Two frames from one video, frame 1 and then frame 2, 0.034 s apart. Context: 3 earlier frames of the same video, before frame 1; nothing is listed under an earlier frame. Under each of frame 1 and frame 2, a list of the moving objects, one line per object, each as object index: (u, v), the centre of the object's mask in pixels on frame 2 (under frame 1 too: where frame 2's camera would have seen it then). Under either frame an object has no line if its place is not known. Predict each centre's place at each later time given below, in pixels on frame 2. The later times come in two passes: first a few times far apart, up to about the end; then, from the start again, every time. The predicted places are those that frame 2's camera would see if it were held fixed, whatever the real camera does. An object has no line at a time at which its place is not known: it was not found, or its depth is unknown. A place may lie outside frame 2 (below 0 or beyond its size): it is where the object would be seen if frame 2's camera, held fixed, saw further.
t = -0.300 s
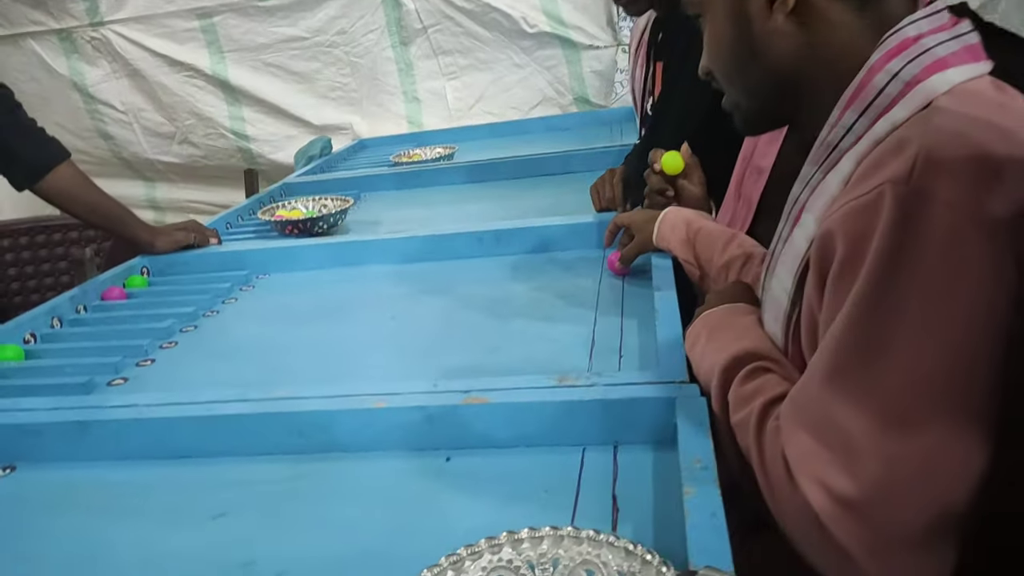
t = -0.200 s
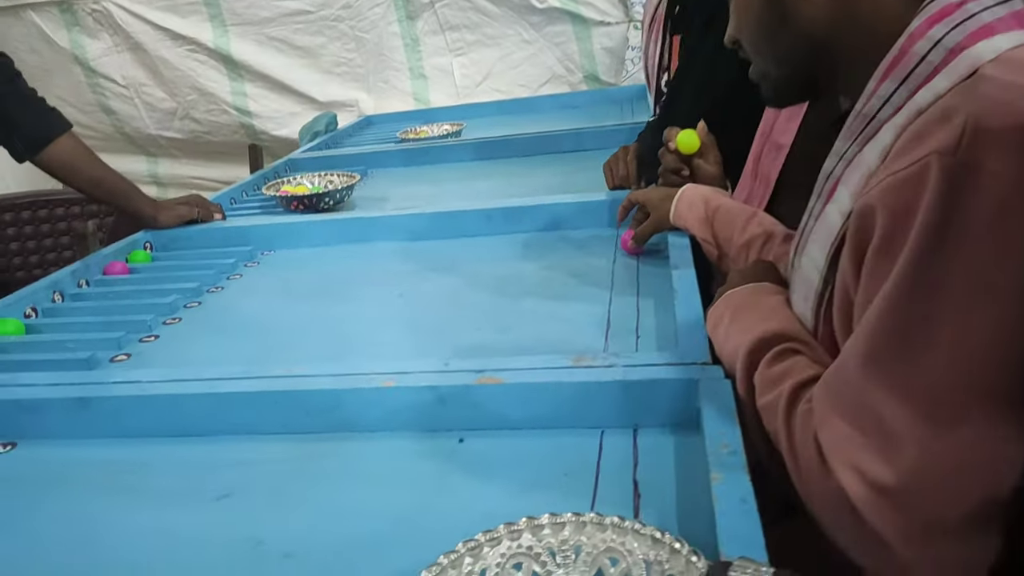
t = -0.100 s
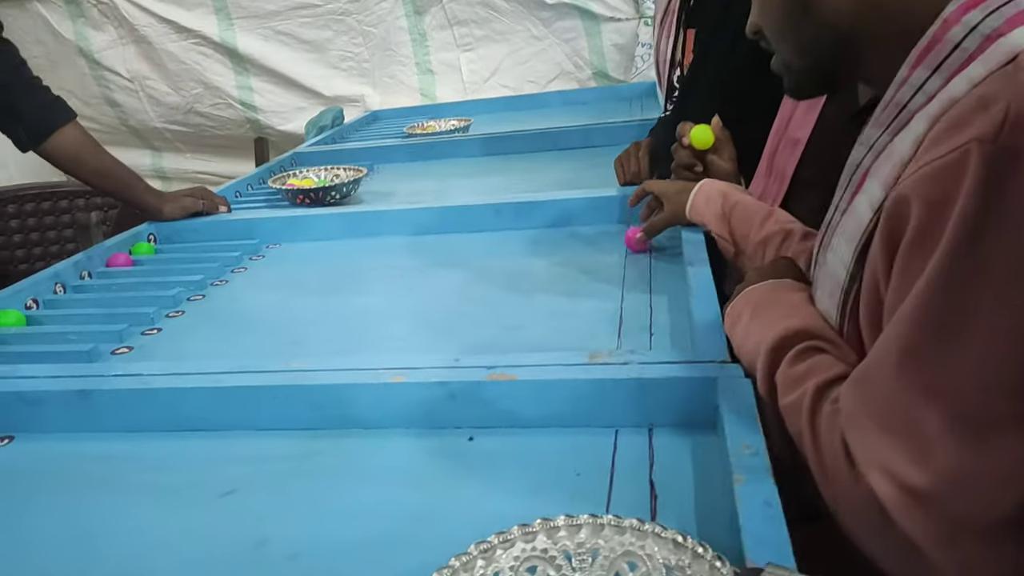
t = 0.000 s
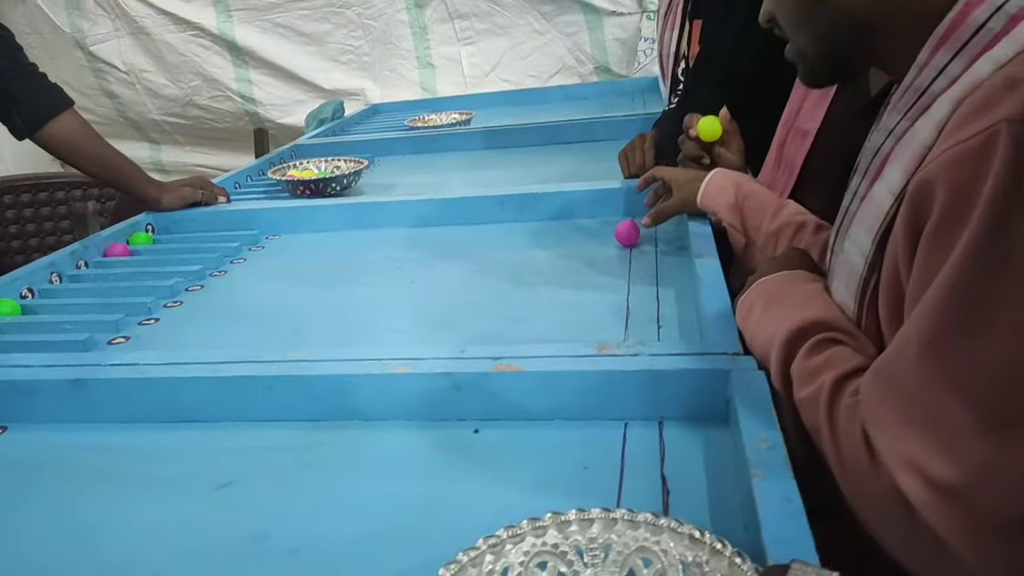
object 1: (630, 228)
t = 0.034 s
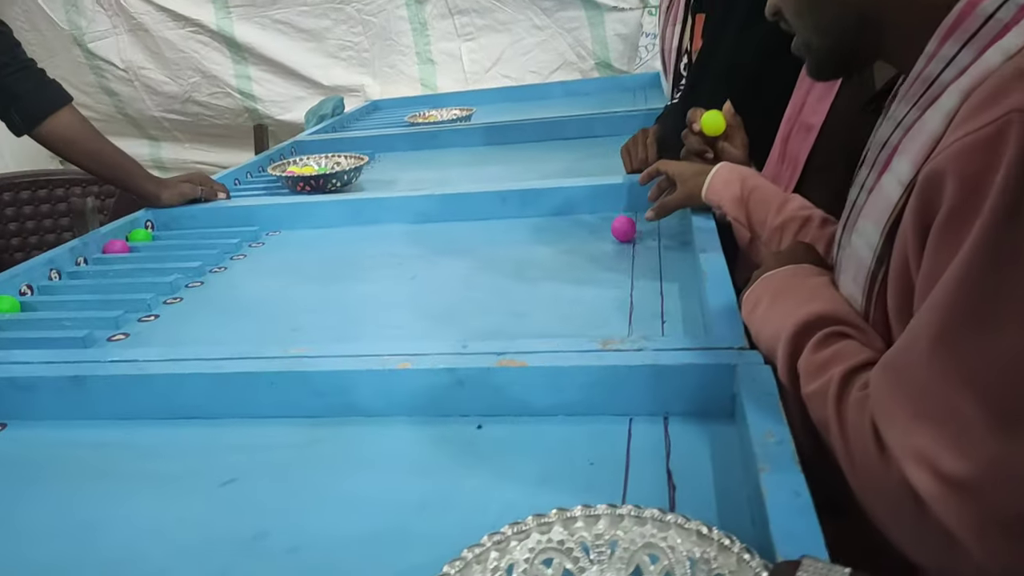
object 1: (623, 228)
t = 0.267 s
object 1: (550, 233)
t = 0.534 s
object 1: (424, 241)
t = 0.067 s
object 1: (616, 229)
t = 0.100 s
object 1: (607, 230)
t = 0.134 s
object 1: (597, 230)
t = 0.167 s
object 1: (586, 231)
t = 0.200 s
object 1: (575, 232)
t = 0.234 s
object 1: (563, 233)
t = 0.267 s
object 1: (550, 233)
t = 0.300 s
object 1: (537, 232)
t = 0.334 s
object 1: (523, 235)
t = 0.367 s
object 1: (507, 235)
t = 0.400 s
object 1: (493, 237)
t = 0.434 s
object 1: (479, 238)
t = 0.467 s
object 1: (460, 239)
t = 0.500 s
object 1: (443, 241)
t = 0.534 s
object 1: (424, 241)
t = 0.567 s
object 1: (405, 243)
